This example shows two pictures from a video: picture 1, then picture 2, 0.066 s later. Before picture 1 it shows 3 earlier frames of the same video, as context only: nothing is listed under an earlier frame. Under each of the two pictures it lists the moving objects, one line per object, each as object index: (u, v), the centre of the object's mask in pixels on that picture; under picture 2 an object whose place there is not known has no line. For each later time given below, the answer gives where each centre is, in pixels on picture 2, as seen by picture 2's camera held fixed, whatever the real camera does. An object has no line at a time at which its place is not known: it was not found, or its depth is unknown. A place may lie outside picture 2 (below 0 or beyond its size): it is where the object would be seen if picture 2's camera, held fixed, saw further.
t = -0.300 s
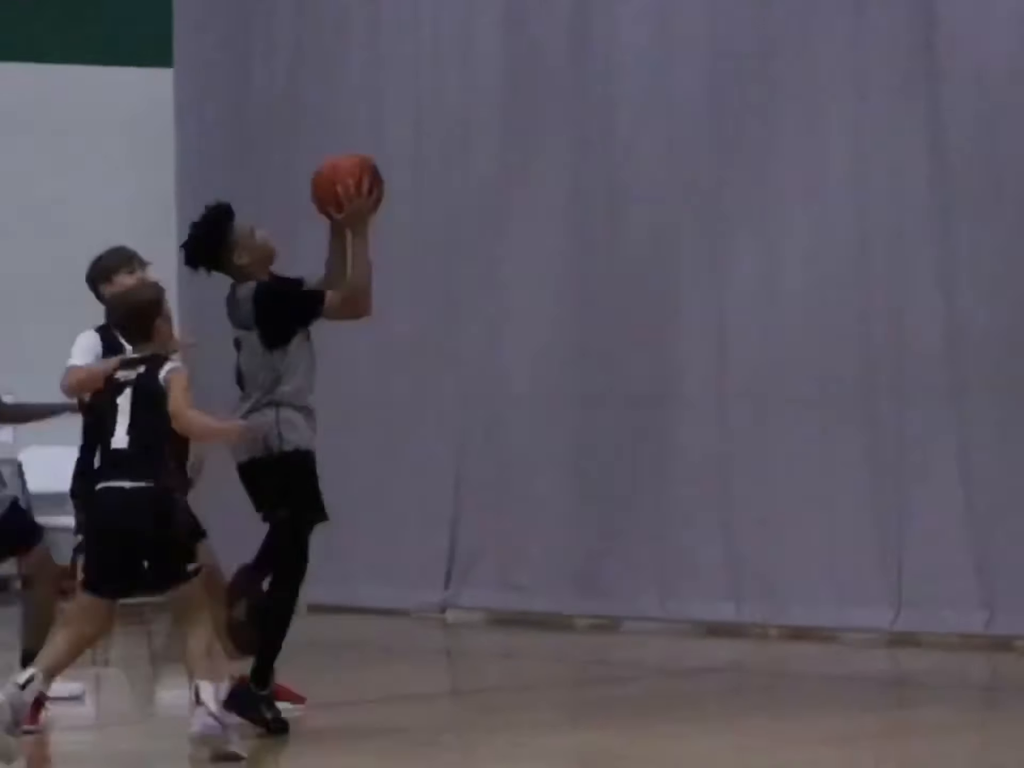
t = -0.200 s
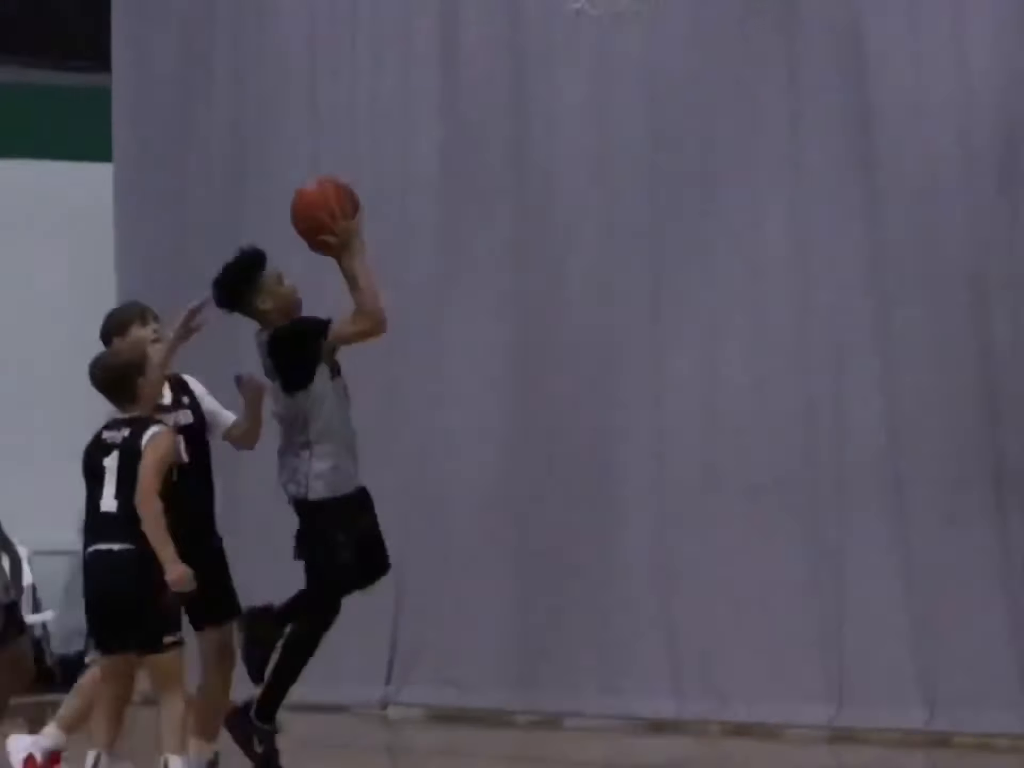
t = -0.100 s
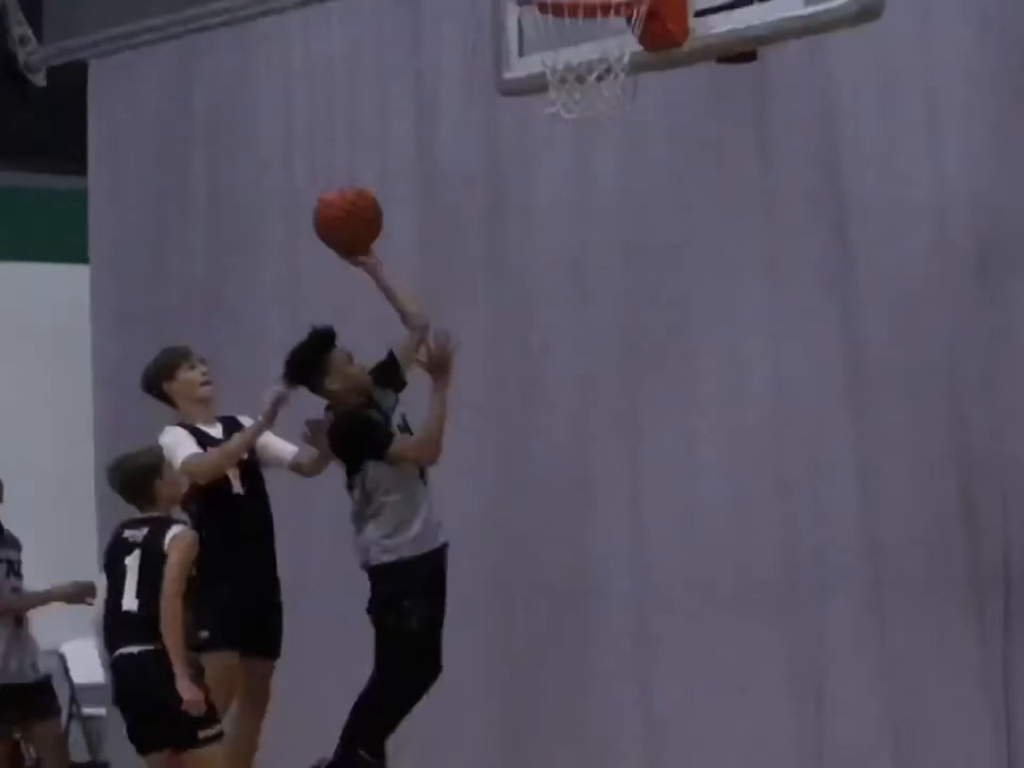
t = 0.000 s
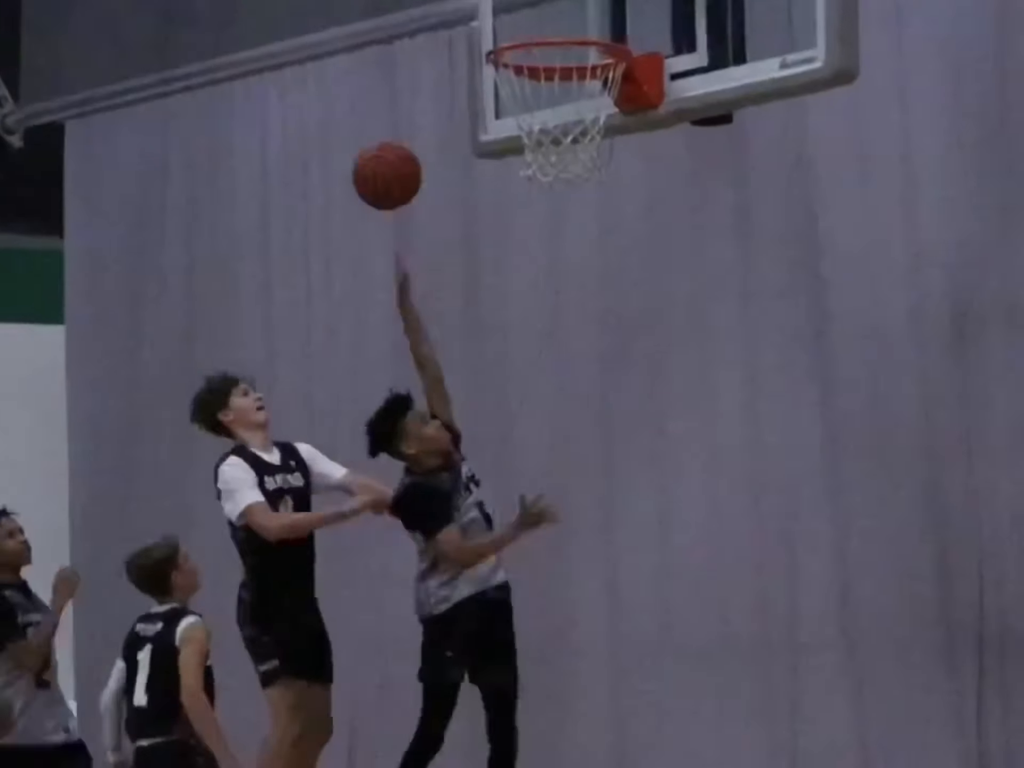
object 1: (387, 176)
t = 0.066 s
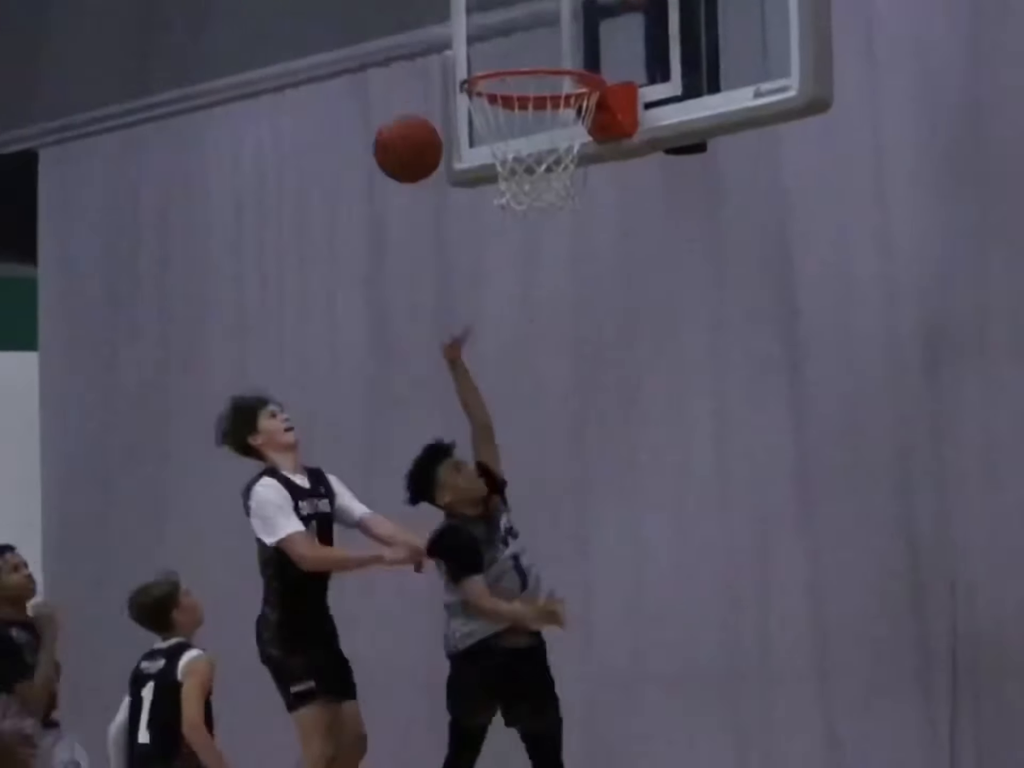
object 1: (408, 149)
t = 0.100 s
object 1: (432, 126)
